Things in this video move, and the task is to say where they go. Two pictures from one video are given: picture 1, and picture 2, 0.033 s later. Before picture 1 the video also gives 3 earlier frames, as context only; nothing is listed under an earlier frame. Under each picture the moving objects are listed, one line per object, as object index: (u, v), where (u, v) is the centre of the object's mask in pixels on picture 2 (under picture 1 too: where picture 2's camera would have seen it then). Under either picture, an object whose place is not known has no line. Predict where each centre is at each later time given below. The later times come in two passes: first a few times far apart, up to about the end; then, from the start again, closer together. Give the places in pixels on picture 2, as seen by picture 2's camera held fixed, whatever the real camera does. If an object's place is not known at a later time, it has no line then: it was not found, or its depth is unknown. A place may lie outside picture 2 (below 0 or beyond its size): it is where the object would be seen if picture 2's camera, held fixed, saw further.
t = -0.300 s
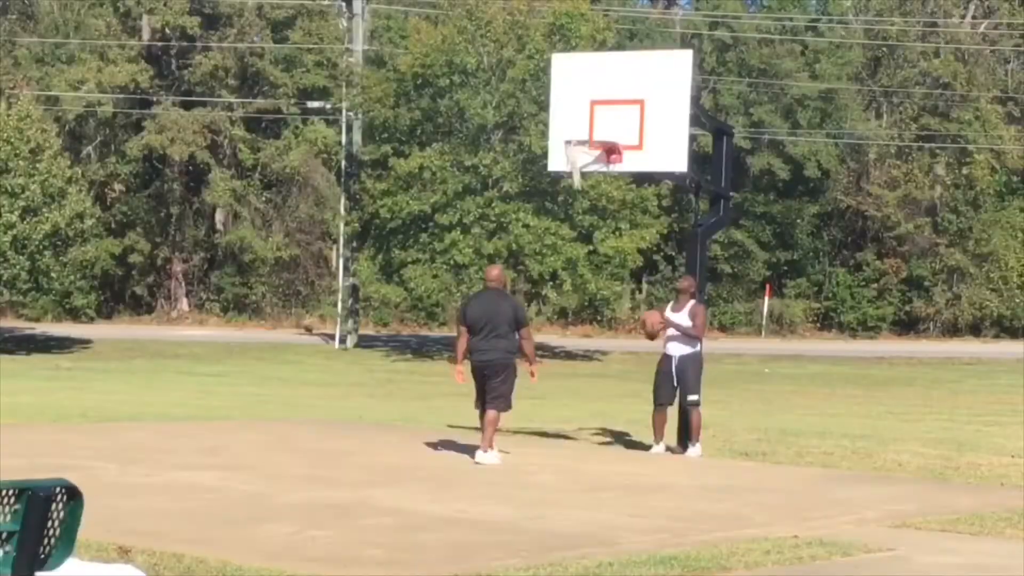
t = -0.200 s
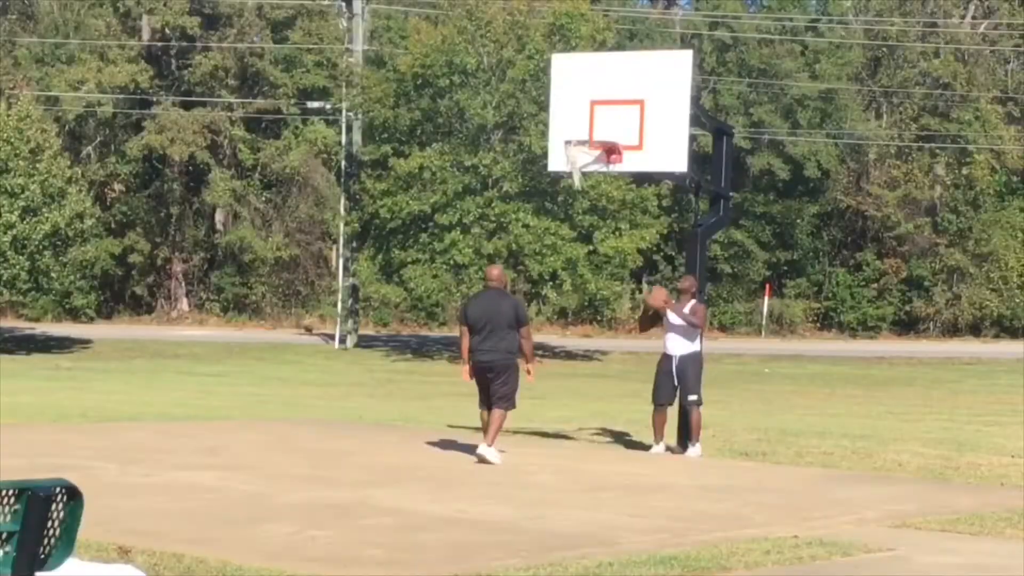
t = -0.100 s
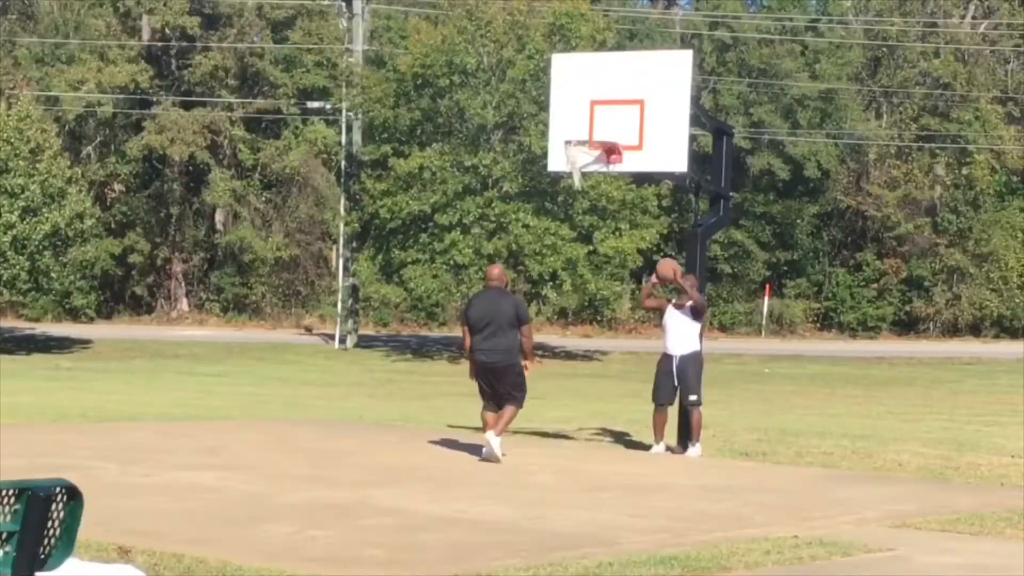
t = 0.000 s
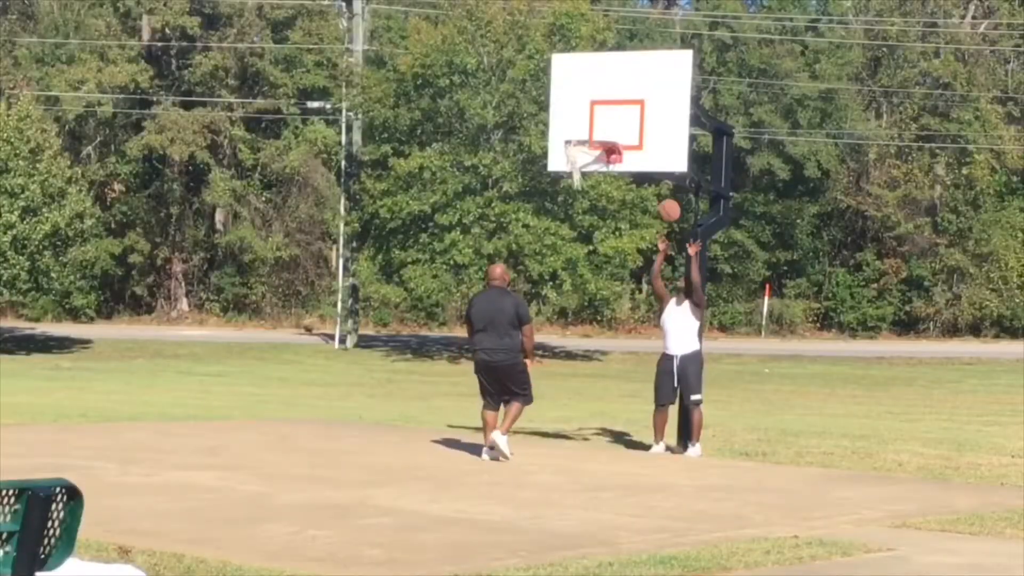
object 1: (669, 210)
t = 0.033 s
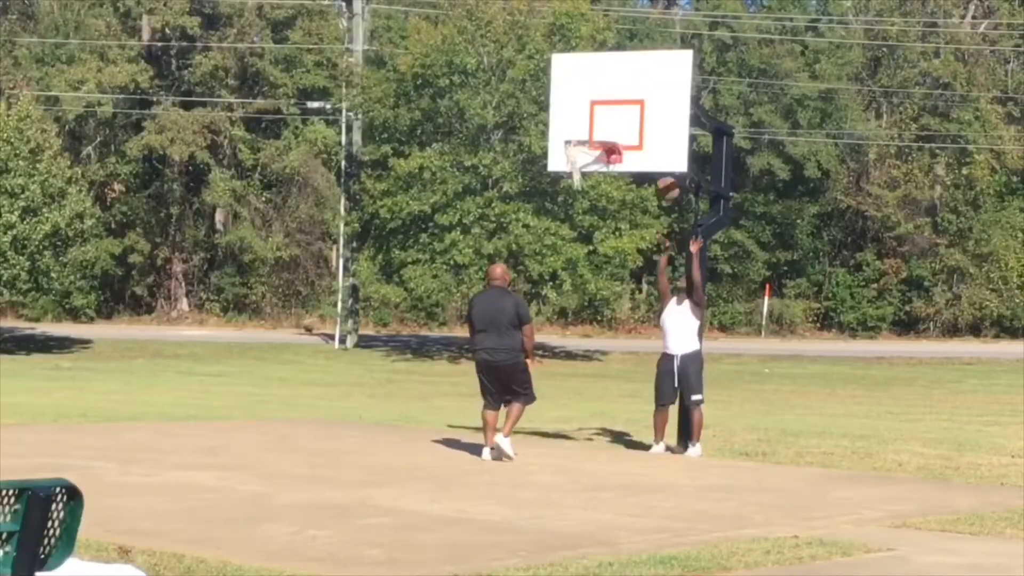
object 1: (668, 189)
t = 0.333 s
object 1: (654, 38)
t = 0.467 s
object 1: (647, 6)
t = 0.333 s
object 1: (654, 38)
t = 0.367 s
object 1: (652, 27)
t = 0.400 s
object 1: (650, 17)
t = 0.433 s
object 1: (647, 10)
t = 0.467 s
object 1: (647, 6)
